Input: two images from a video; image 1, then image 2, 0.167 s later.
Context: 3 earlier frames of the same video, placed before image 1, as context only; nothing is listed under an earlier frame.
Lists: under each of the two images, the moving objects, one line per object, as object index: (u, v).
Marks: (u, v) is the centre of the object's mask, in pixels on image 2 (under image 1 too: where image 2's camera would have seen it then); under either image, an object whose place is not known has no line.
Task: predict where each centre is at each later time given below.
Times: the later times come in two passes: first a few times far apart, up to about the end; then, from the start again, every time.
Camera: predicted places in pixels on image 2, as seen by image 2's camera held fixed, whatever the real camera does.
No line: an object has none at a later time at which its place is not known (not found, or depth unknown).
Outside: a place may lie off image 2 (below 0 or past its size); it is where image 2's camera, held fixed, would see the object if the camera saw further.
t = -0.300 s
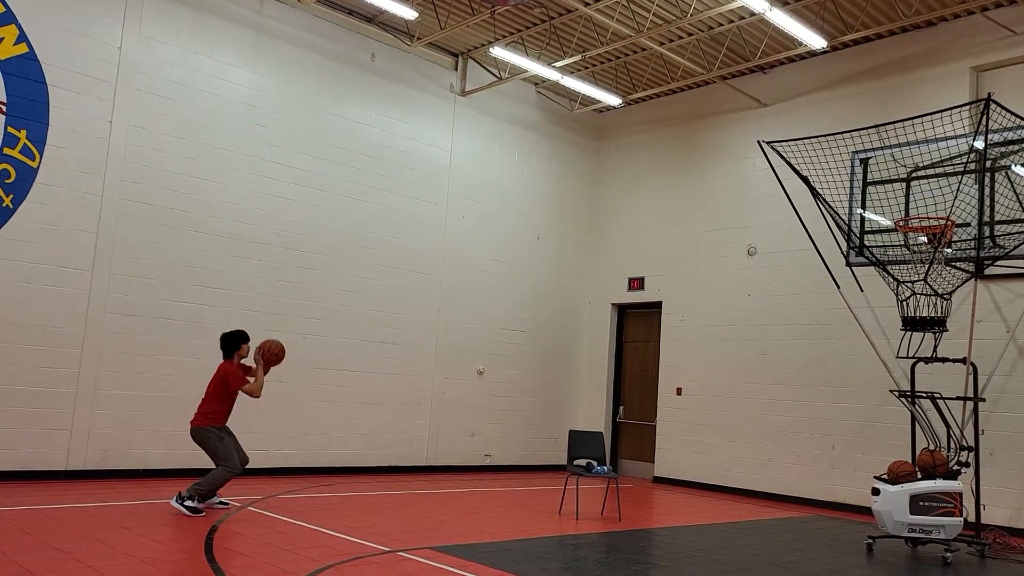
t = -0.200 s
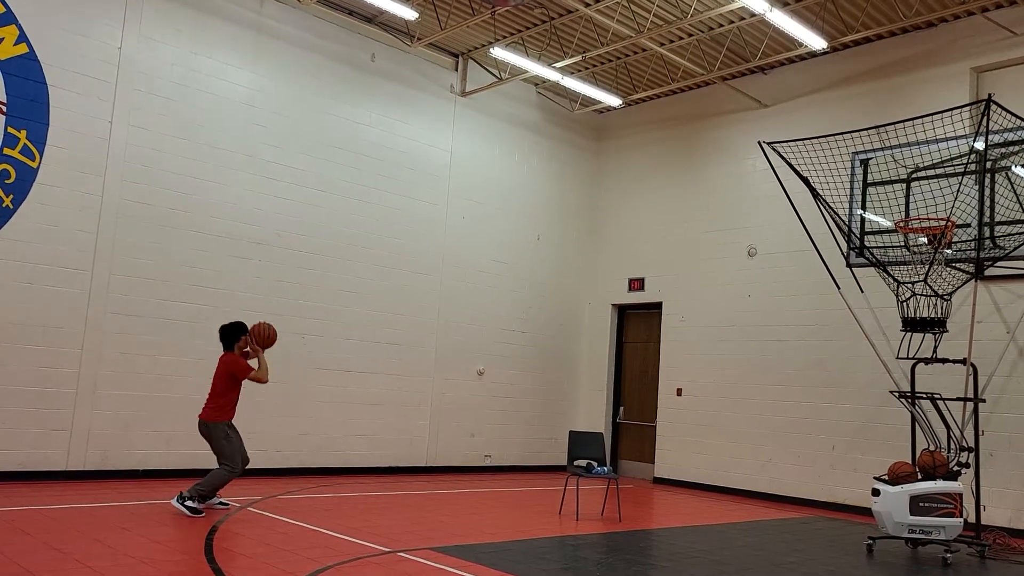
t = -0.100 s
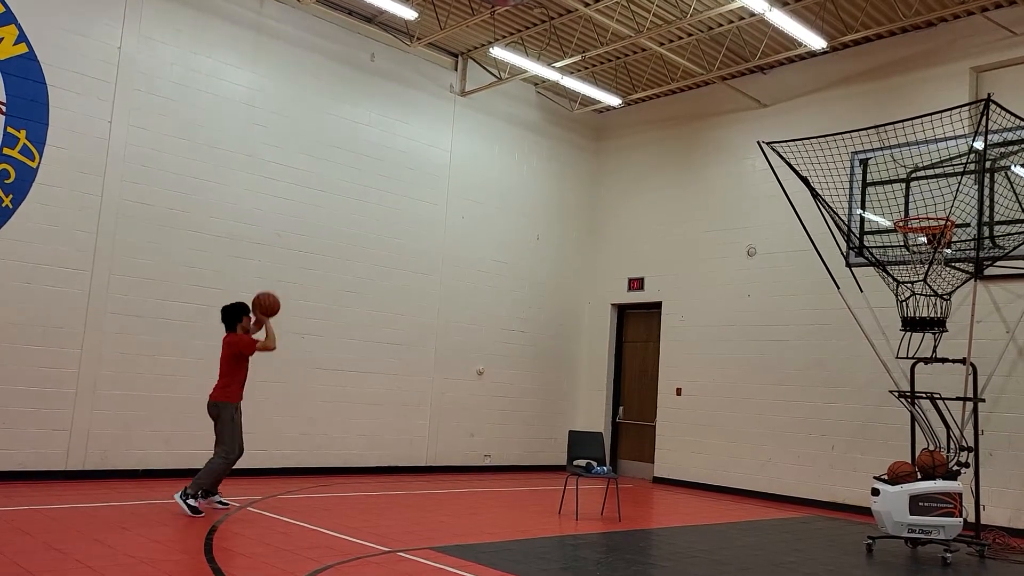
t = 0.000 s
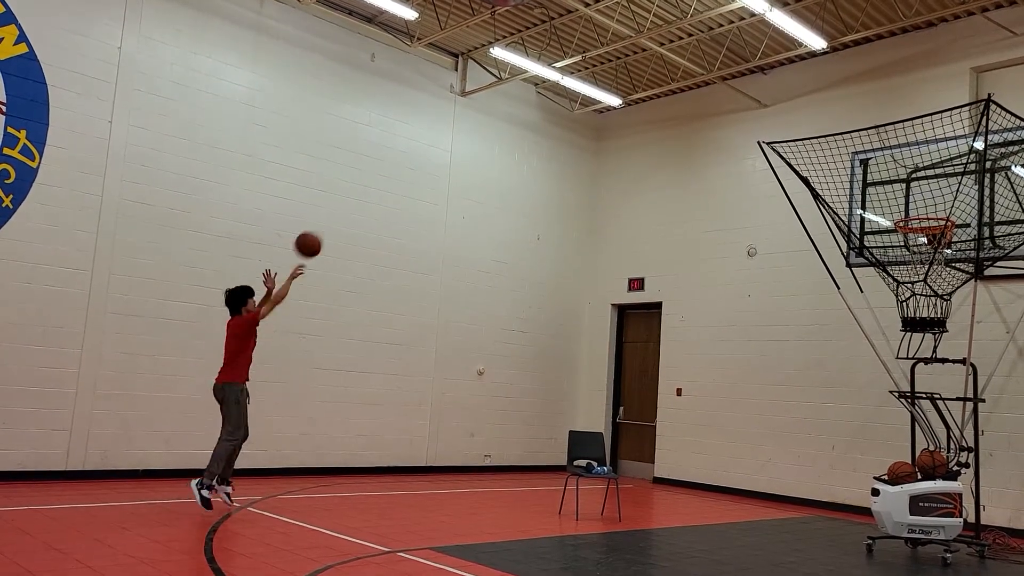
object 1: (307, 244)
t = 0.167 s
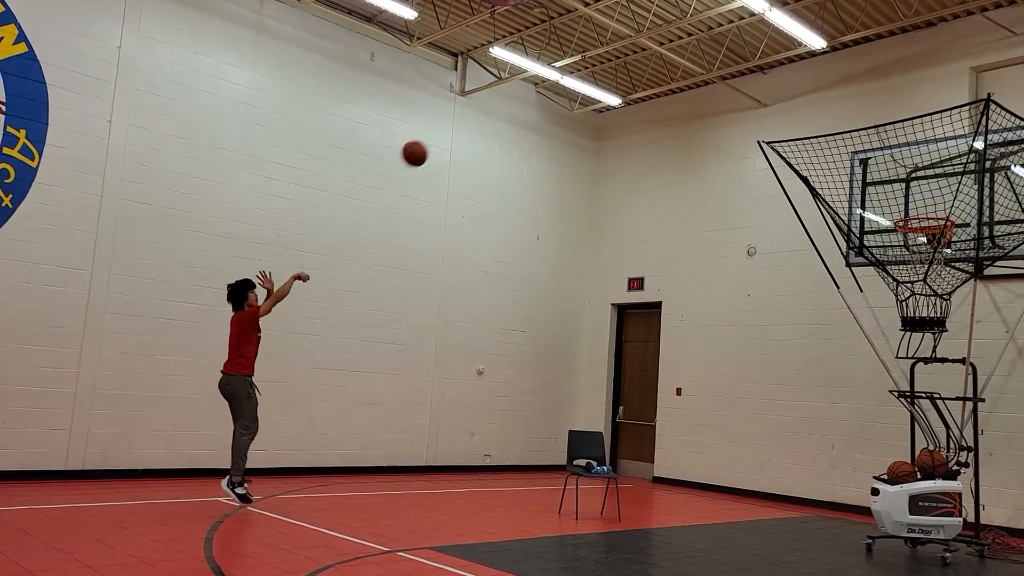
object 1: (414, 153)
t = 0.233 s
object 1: (455, 126)
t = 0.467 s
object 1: (587, 68)
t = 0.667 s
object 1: (696, 64)
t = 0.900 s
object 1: (815, 109)
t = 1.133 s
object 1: (934, 208)
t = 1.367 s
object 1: (859, 179)
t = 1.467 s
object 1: (832, 169)
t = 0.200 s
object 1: (435, 139)
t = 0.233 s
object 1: (455, 126)
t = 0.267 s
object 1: (475, 114)
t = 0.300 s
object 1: (494, 103)
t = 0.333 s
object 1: (513, 94)
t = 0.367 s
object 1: (533, 87)
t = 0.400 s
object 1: (550, 79)
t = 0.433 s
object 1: (570, 73)
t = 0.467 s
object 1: (587, 68)
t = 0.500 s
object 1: (606, 65)
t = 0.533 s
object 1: (624, 61)
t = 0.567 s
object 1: (643, 61)
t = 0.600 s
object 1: (660, 61)
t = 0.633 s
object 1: (678, 62)
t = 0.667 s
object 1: (696, 64)
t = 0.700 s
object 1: (713, 67)
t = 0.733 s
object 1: (730, 71)
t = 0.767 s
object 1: (748, 76)
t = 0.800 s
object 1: (764, 83)
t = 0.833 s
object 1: (782, 90)
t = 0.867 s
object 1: (799, 99)
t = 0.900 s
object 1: (815, 109)
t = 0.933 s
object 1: (832, 119)
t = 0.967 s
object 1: (849, 131)
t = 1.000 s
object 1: (866, 144)
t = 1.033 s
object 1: (883, 159)
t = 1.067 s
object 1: (900, 174)
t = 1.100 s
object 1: (917, 190)
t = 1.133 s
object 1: (934, 208)
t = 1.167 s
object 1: (934, 212)
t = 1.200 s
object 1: (913, 211)
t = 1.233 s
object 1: (896, 209)
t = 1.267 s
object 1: (887, 199)
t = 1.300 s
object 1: (878, 191)
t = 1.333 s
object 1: (868, 184)
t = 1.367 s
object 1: (859, 179)
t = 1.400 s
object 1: (850, 175)
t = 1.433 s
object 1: (840, 172)
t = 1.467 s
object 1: (832, 169)
